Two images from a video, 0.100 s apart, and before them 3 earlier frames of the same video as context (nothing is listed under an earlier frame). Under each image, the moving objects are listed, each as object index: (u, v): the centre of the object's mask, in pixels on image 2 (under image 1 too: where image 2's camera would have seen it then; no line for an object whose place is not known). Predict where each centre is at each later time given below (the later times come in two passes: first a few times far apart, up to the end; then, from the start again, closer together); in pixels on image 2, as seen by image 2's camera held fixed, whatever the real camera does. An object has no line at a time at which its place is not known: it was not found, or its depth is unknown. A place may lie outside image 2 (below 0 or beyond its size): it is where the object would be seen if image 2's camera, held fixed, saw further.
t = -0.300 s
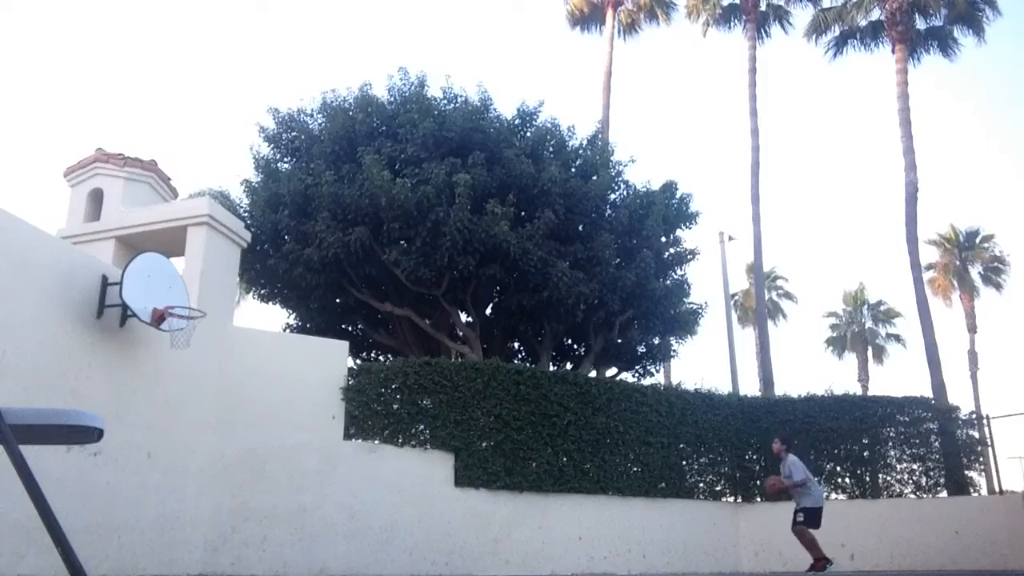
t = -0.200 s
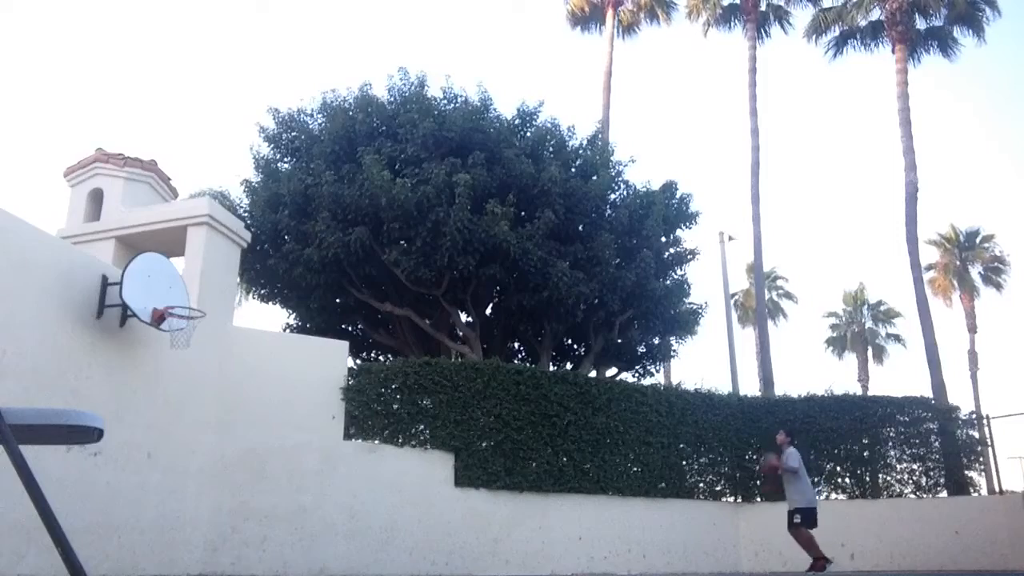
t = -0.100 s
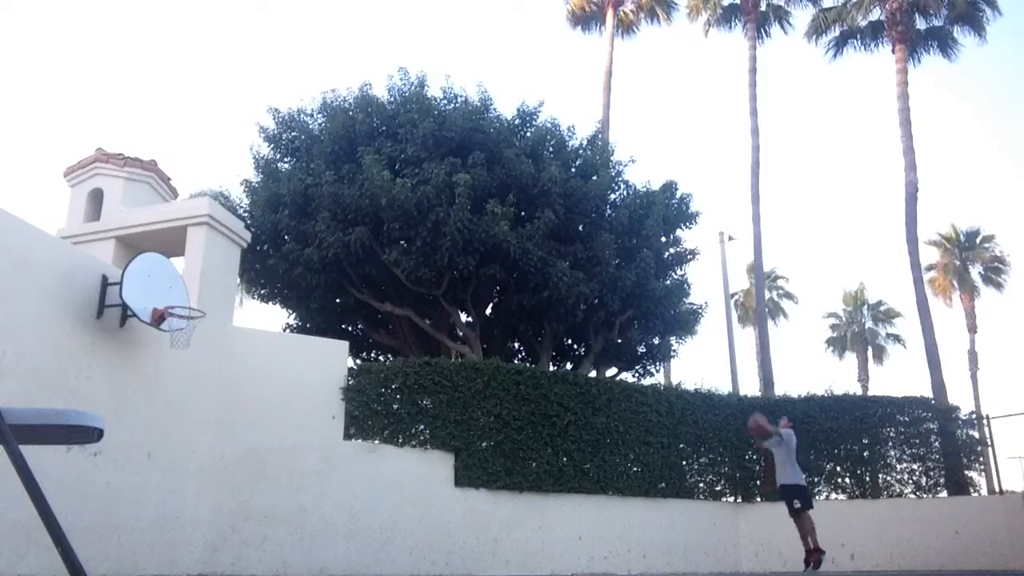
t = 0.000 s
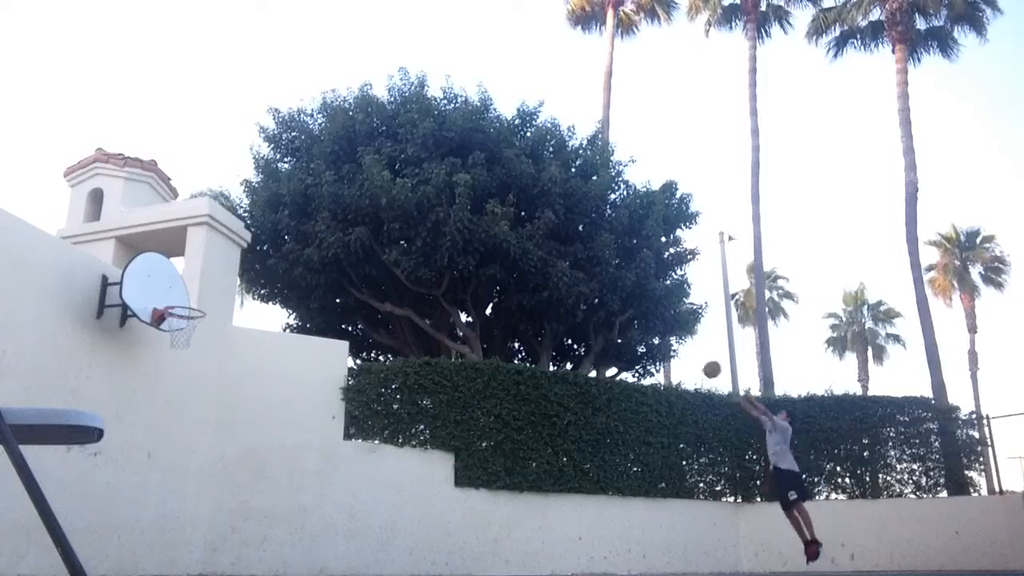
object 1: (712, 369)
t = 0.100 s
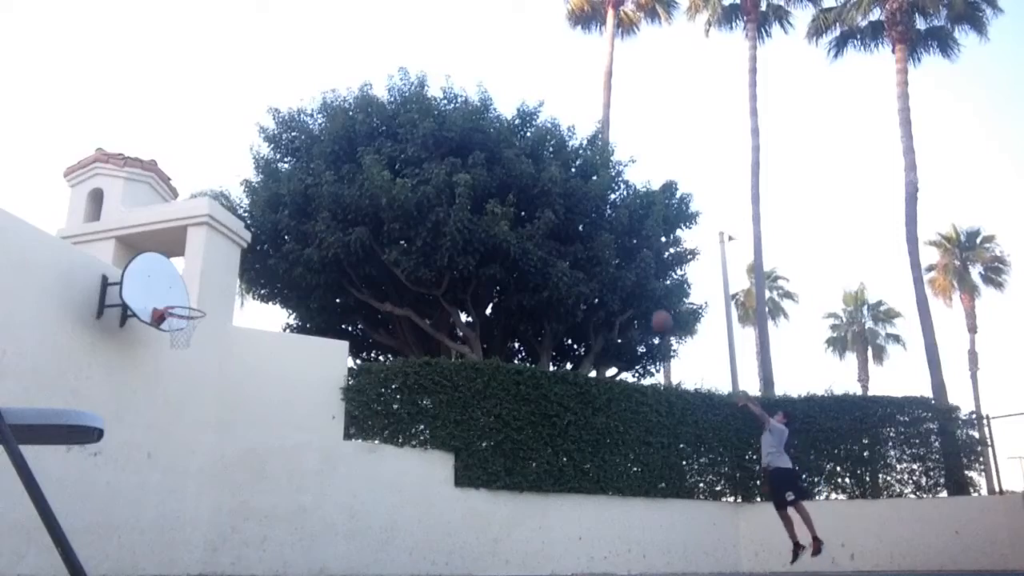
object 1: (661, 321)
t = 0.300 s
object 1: (568, 252)
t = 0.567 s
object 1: (452, 211)
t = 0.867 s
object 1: (327, 231)
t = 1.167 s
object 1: (199, 312)
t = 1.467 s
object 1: (206, 420)
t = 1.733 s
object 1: (230, 566)
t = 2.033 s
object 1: (300, 439)
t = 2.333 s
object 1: (358, 390)
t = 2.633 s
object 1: (413, 411)
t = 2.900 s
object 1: (457, 486)
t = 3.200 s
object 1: (507, 518)
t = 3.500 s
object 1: (553, 454)
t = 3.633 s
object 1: (573, 448)
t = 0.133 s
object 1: (645, 307)
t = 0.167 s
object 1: (629, 294)
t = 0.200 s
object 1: (613, 282)
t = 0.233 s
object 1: (599, 272)
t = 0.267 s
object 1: (583, 261)
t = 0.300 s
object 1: (568, 252)
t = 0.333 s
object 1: (553, 245)
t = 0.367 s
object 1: (539, 238)
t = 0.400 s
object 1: (525, 232)
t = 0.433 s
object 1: (510, 224)
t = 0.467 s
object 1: (496, 222)
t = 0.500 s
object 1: (482, 219)
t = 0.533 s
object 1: (468, 215)
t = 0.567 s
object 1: (452, 211)
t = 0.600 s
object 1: (439, 213)
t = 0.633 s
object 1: (425, 212)
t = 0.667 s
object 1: (411, 213)
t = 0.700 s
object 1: (397, 214)
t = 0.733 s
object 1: (383, 216)
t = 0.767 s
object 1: (369, 219)
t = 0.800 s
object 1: (355, 222)
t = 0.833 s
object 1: (341, 226)
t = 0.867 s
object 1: (327, 231)
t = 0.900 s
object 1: (313, 236)
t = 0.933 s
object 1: (299, 243)
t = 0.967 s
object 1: (284, 250)
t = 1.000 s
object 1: (271, 259)
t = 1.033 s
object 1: (256, 267)
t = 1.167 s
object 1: (199, 312)
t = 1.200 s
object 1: (187, 324)
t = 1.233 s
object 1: (180, 332)
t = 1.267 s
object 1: (183, 343)
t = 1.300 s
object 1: (187, 354)
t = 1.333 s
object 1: (191, 365)
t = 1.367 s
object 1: (195, 377)
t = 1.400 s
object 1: (199, 390)
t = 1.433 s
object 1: (203, 404)
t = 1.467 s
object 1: (206, 420)
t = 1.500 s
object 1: (210, 435)
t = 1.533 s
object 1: (213, 452)
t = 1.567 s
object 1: (215, 469)
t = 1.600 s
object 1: (219, 487)
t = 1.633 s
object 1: (222, 507)
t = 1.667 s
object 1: (225, 527)
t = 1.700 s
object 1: (227, 548)
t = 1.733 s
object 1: (230, 566)
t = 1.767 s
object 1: (238, 548)
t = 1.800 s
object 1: (247, 531)
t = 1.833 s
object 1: (255, 514)
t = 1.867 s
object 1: (263, 499)
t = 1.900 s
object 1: (271, 485)
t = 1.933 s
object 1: (278, 471)
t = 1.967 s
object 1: (286, 460)
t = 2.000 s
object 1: (293, 449)
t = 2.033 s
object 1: (300, 439)
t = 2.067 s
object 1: (307, 430)
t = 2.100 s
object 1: (314, 422)
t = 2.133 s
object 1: (321, 415)
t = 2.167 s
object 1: (327, 409)
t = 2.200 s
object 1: (334, 404)
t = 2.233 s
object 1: (340, 399)
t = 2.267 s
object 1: (347, 395)
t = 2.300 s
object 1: (352, 391)
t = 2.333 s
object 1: (358, 390)
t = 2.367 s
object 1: (365, 390)
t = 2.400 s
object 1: (371, 390)
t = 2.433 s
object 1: (376, 391)
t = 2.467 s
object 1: (381, 391)
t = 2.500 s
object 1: (388, 393)
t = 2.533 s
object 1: (394, 398)
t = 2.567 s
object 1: (400, 401)
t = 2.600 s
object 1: (405, 405)
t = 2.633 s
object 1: (413, 411)
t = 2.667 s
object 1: (417, 417)
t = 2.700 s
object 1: (424, 426)
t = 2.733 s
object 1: (429, 432)
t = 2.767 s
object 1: (434, 442)
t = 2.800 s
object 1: (440, 451)
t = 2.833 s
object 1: (446, 462)
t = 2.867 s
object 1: (451, 473)
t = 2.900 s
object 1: (457, 486)
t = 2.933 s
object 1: (462, 499)
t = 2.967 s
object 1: (468, 513)
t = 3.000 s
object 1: (473, 528)
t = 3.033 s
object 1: (479, 544)
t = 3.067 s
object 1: (484, 560)
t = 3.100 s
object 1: (490, 558)
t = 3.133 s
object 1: (495, 544)
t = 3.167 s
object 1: (501, 530)
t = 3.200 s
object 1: (507, 518)
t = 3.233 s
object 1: (512, 508)
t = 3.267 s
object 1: (517, 497)
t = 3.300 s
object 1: (523, 488)
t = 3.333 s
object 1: (528, 480)
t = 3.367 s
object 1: (534, 473)
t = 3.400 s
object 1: (538, 467)
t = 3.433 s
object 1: (543, 462)
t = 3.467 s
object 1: (547, 458)
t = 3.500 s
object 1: (553, 454)
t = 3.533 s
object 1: (558, 451)
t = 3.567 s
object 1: (563, 449)
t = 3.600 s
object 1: (568, 448)
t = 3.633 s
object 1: (573, 448)
